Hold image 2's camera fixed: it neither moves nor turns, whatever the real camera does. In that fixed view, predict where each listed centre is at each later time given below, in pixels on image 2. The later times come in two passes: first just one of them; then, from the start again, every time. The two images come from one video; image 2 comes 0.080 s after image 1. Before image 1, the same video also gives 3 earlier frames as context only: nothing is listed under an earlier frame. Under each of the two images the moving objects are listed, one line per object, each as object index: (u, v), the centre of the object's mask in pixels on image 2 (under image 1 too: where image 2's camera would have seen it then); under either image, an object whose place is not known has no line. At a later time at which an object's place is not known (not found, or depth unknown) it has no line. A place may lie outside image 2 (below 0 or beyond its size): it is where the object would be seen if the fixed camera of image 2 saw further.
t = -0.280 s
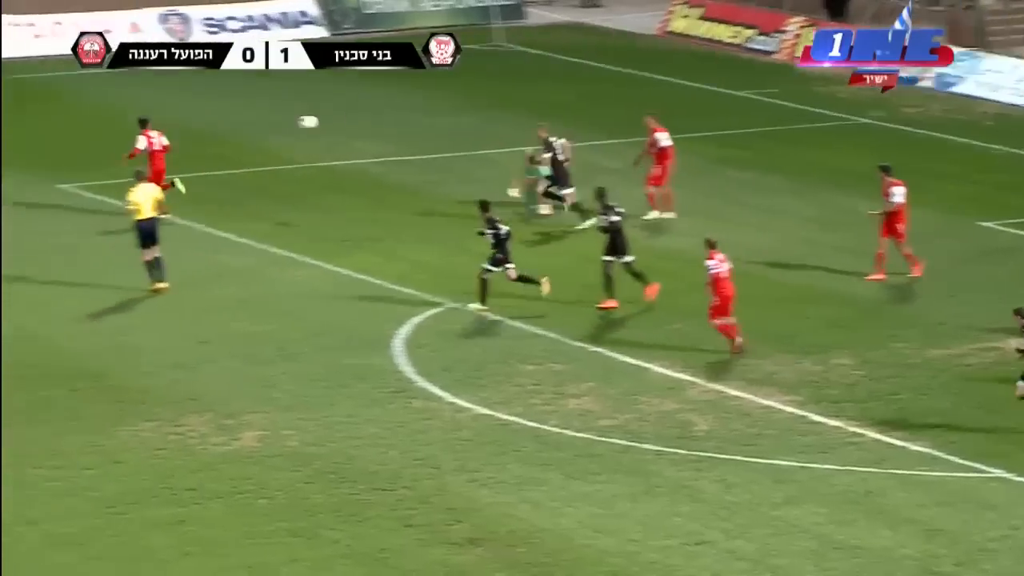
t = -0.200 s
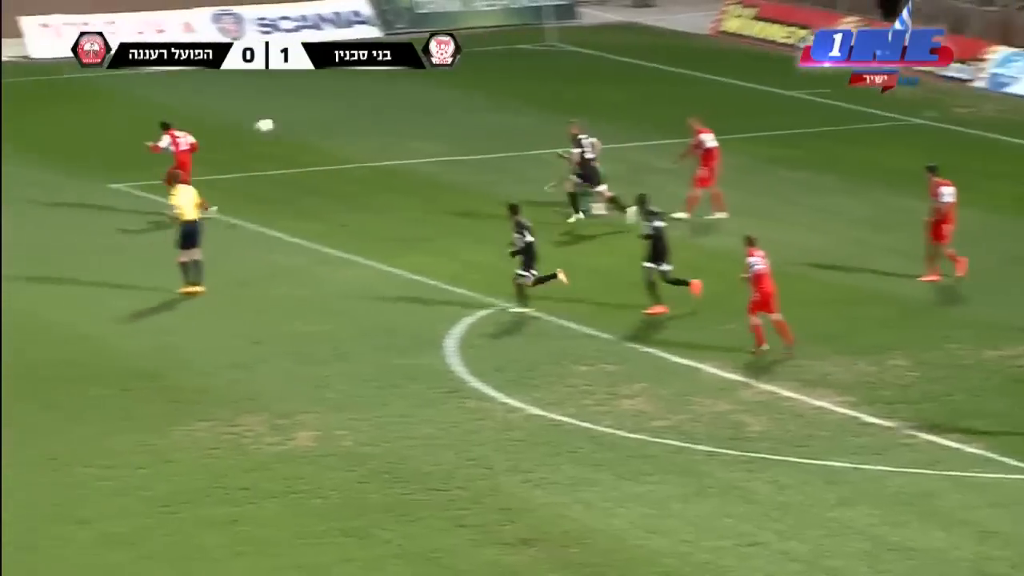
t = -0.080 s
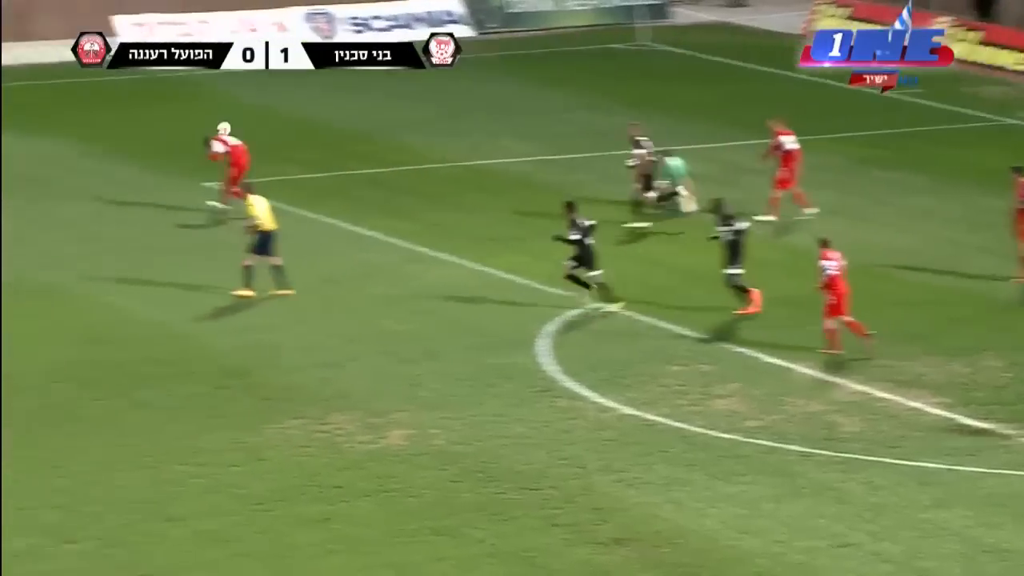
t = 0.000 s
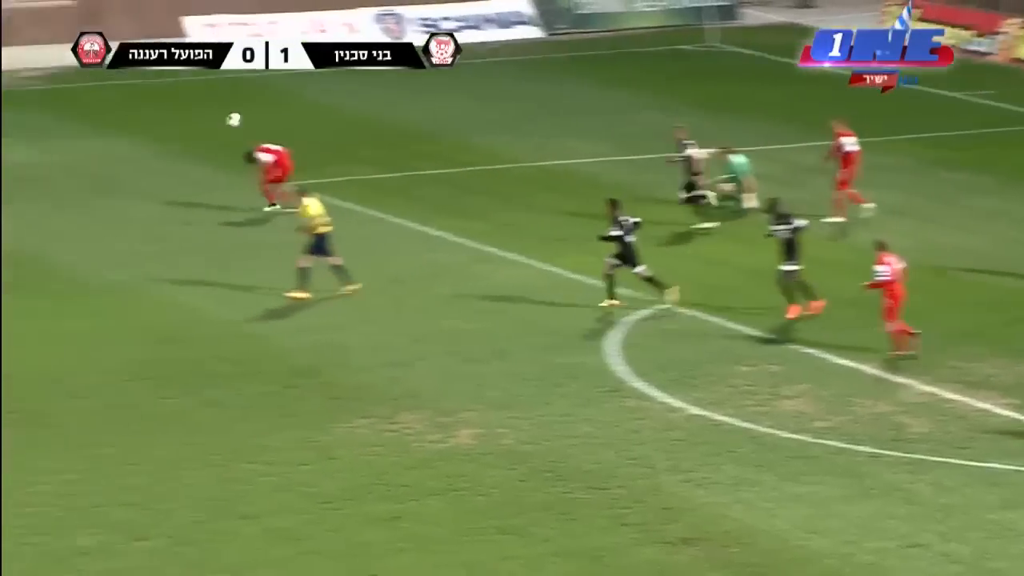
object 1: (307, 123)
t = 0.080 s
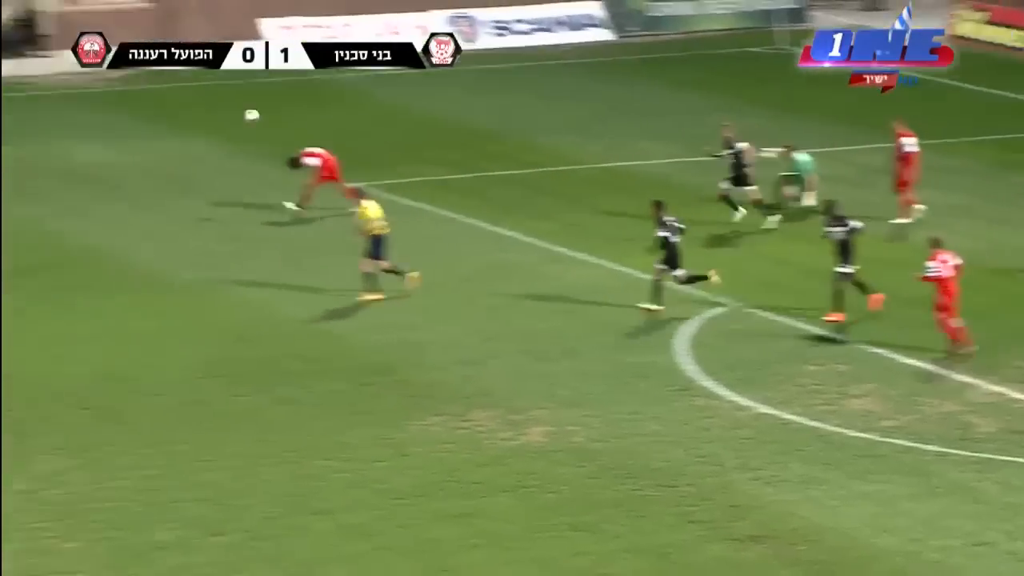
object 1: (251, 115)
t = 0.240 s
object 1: (140, 115)
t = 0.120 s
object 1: (224, 114)
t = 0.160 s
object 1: (196, 113)
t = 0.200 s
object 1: (167, 114)
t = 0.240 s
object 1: (140, 115)
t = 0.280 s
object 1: (113, 118)
